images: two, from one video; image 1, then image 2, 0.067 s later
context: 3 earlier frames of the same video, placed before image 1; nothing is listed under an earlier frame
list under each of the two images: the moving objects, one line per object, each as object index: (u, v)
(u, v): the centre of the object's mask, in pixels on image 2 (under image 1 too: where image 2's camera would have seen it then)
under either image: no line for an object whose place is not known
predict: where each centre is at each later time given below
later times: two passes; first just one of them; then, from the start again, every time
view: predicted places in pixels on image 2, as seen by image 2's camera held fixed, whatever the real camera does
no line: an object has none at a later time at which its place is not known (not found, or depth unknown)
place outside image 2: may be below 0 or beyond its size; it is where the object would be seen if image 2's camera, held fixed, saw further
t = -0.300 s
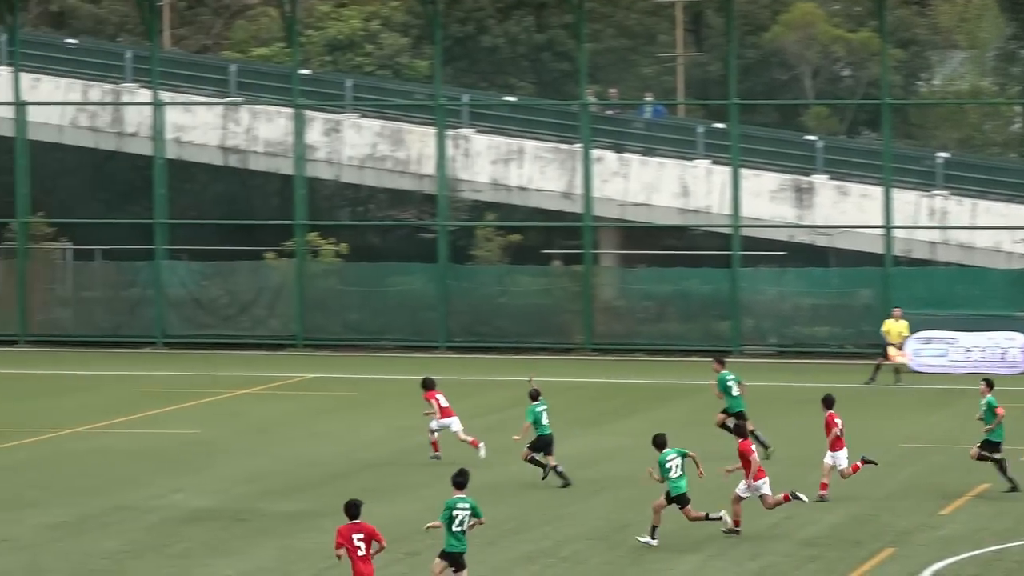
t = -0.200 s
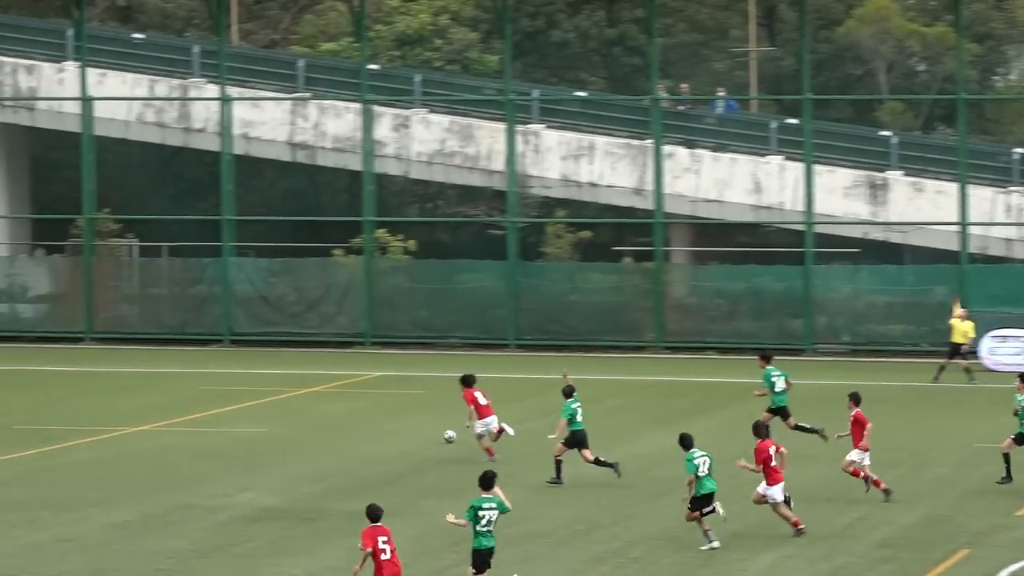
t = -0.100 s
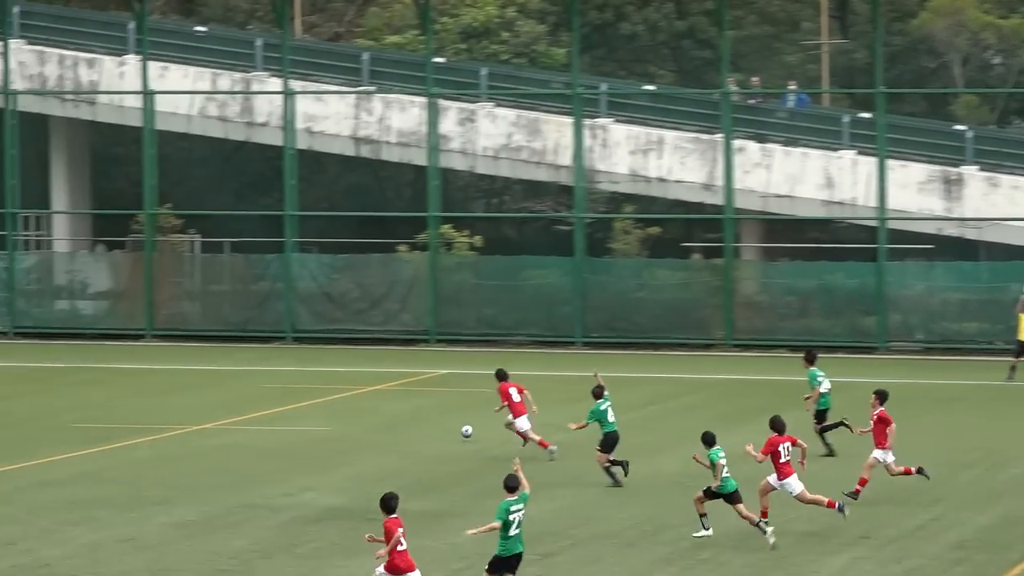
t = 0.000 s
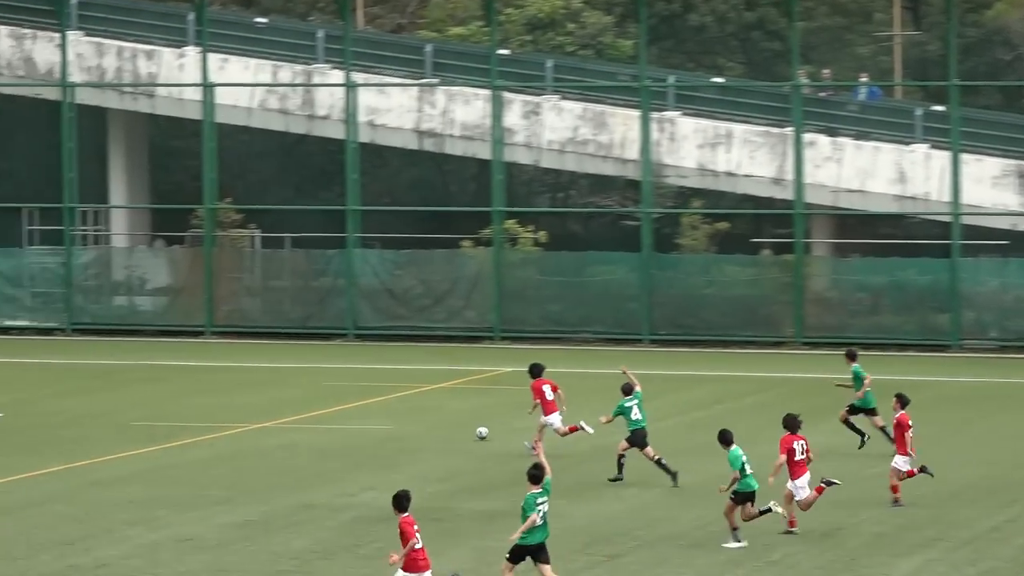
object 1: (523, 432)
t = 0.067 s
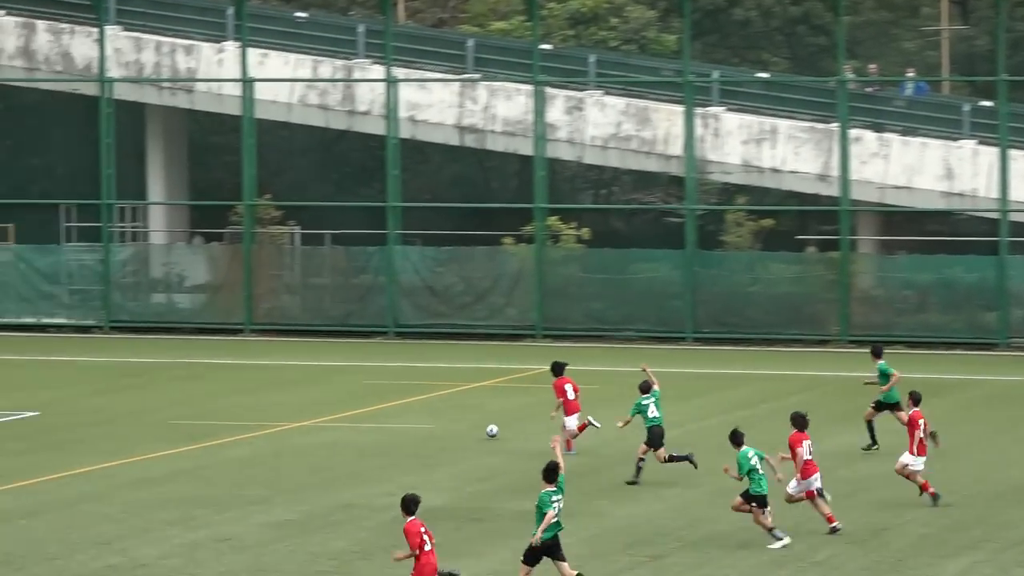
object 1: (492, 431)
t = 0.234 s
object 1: (413, 431)
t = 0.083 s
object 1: (484, 430)
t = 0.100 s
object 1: (476, 429)
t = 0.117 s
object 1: (468, 429)
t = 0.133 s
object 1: (460, 428)
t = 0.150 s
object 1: (453, 428)
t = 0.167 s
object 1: (445, 428)
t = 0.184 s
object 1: (437, 429)
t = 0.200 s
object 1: (429, 429)
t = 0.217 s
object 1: (421, 430)
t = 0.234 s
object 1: (413, 431)
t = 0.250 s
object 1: (405, 432)
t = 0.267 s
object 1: (398, 433)
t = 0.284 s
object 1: (390, 435)
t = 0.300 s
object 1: (382, 436)
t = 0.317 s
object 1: (374, 435)
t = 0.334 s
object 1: (367, 435)
